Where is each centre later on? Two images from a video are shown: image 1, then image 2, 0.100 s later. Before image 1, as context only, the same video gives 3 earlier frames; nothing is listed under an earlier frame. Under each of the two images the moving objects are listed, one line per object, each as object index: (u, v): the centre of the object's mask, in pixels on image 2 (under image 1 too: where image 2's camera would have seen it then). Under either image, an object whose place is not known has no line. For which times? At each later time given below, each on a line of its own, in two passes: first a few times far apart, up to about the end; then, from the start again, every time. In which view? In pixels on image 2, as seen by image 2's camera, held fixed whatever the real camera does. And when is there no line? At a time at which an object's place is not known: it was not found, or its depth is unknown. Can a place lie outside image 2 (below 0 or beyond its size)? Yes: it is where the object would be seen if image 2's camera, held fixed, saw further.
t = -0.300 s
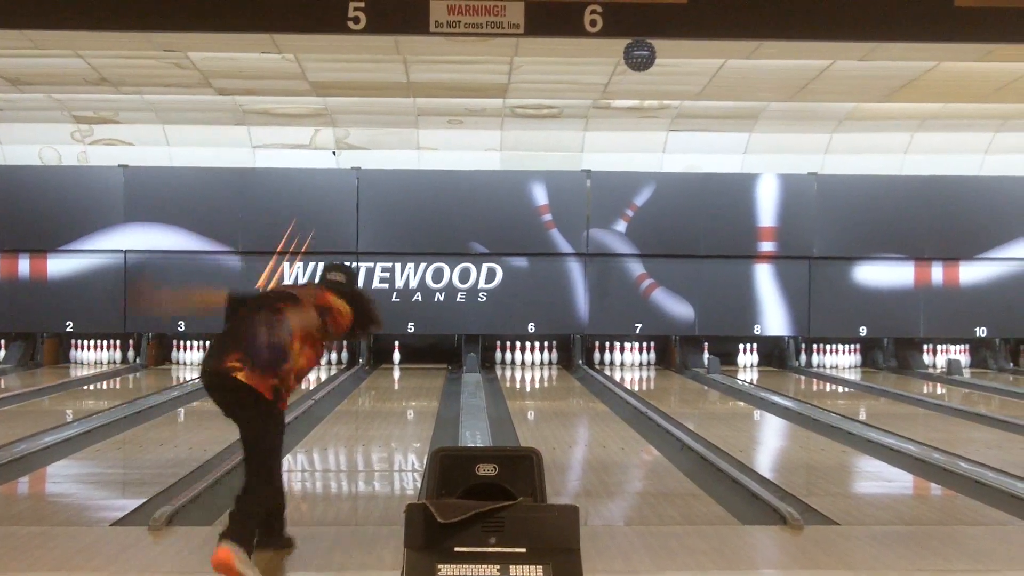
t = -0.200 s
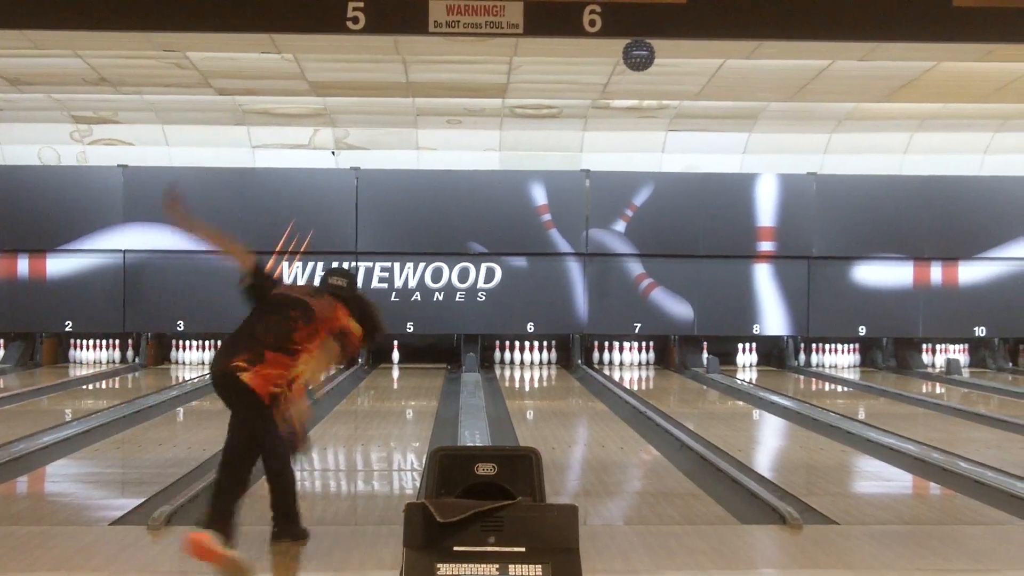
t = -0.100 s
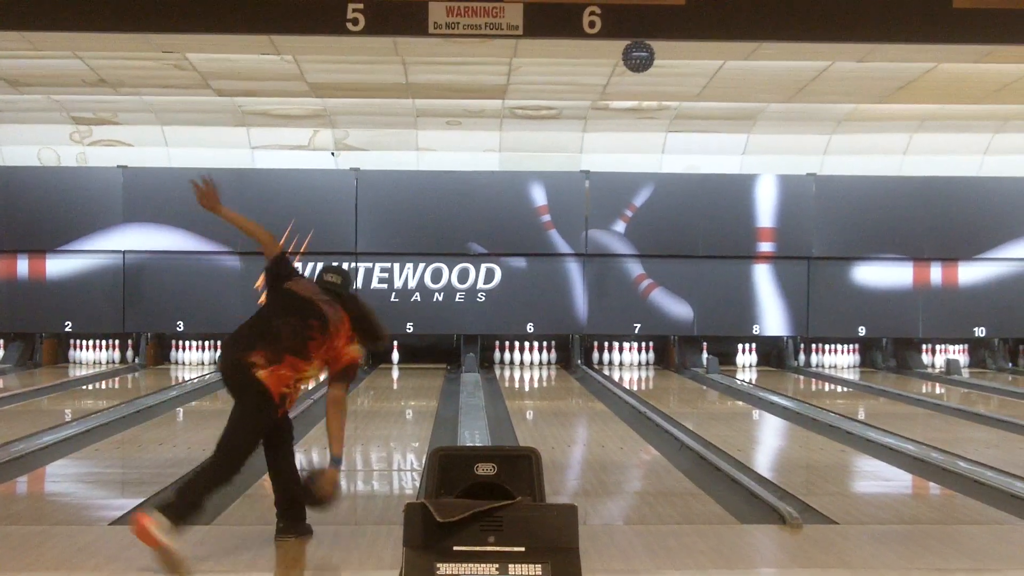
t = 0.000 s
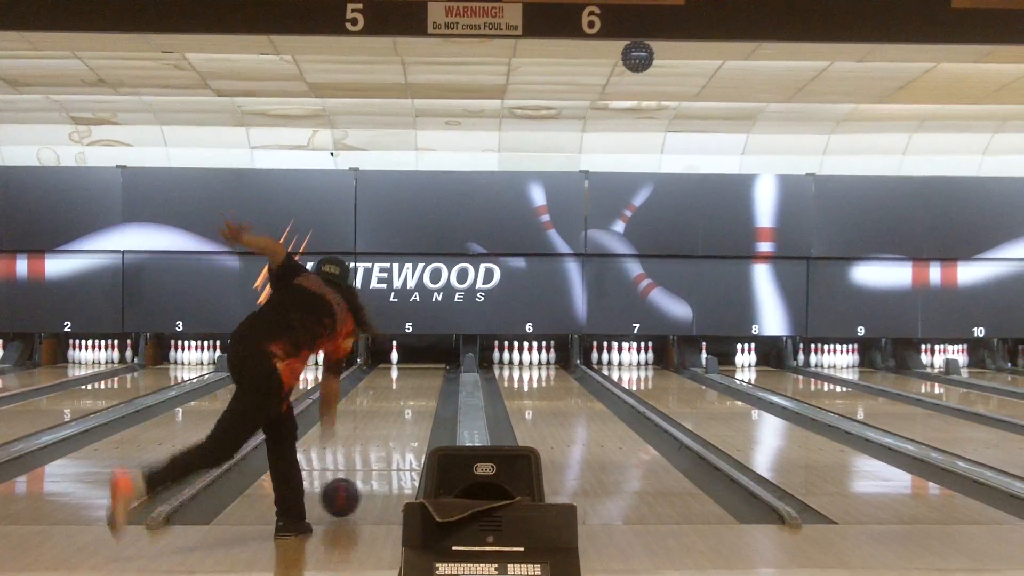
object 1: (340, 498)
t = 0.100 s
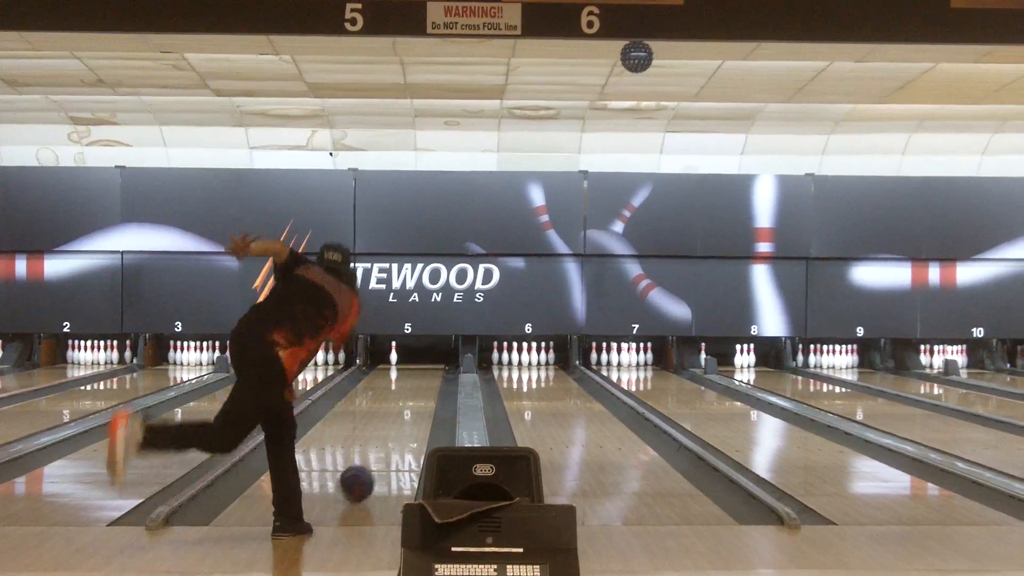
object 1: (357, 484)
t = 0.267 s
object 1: (379, 460)
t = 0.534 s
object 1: (404, 432)
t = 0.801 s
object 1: (420, 412)
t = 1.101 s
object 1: (431, 397)
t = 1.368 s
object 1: (433, 382)
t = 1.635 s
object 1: (431, 375)
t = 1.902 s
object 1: (423, 365)
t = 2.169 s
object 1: (412, 361)
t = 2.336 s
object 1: (407, 356)
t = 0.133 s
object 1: (362, 479)
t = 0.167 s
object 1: (366, 474)
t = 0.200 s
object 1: (371, 469)
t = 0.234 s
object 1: (375, 464)
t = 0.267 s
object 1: (379, 460)
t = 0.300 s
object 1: (382, 456)
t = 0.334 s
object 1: (386, 452)
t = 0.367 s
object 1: (389, 448)
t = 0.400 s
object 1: (392, 444)
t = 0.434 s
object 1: (395, 441)
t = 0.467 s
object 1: (398, 438)
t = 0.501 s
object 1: (401, 435)
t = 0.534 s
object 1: (404, 432)
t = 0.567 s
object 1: (406, 429)
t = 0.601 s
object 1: (408, 426)
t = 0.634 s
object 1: (410, 423)
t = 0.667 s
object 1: (413, 421)
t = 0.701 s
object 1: (414, 418)
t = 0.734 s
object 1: (416, 416)
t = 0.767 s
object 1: (418, 414)
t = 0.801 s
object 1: (420, 412)
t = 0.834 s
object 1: (421, 409)
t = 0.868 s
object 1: (423, 407)
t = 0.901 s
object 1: (424, 405)
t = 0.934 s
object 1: (425, 404)
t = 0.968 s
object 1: (426, 401)
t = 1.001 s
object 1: (427, 399)
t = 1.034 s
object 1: (429, 400)
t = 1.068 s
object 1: (430, 400)
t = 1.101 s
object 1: (431, 397)
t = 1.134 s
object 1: (430, 395)
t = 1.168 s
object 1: (431, 391)
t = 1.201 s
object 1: (432, 390)
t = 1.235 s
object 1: (432, 389)
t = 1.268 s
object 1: (432, 388)
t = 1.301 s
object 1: (432, 386)
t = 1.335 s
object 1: (433, 384)
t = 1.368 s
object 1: (433, 382)
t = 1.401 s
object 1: (433, 381)
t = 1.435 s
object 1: (433, 380)
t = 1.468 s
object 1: (432, 380)
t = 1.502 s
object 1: (431, 379)
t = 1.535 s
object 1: (431, 378)
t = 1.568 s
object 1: (432, 377)
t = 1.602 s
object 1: (431, 376)
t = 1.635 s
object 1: (431, 375)
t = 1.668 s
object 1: (429, 373)
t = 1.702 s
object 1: (429, 372)
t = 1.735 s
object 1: (428, 371)
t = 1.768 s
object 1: (428, 370)
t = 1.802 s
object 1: (427, 368)
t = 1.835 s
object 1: (426, 368)
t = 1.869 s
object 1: (425, 366)
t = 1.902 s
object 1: (423, 365)
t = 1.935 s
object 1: (422, 365)
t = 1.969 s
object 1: (421, 365)
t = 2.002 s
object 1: (419, 364)
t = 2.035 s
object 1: (418, 364)
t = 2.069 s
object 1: (417, 363)
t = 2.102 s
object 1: (415, 363)
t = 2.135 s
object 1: (414, 361)
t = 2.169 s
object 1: (412, 361)
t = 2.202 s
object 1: (411, 360)
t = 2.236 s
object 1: (410, 359)
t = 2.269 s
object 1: (409, 358)
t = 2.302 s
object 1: (407, 357)
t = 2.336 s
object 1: (407, 356)
